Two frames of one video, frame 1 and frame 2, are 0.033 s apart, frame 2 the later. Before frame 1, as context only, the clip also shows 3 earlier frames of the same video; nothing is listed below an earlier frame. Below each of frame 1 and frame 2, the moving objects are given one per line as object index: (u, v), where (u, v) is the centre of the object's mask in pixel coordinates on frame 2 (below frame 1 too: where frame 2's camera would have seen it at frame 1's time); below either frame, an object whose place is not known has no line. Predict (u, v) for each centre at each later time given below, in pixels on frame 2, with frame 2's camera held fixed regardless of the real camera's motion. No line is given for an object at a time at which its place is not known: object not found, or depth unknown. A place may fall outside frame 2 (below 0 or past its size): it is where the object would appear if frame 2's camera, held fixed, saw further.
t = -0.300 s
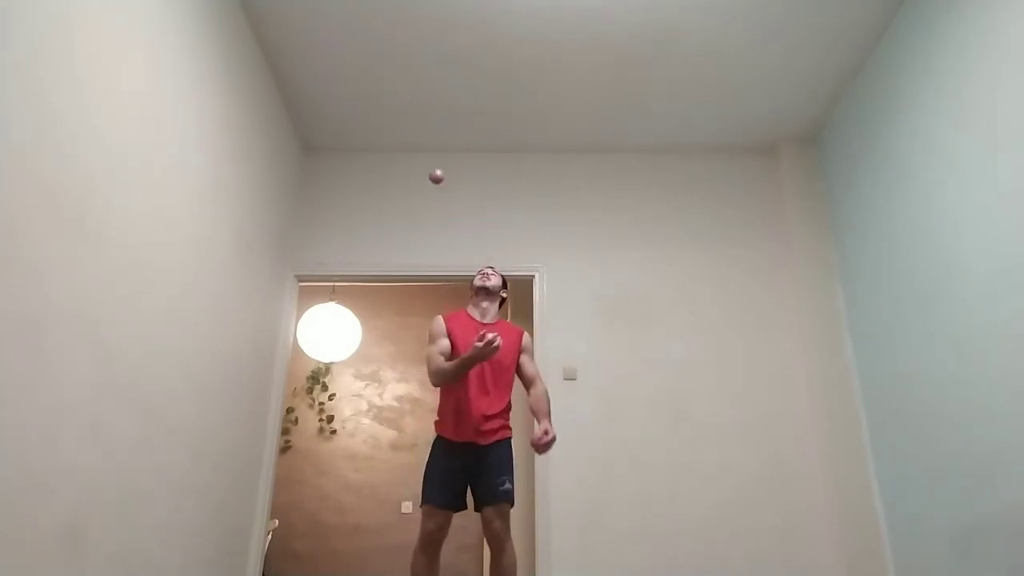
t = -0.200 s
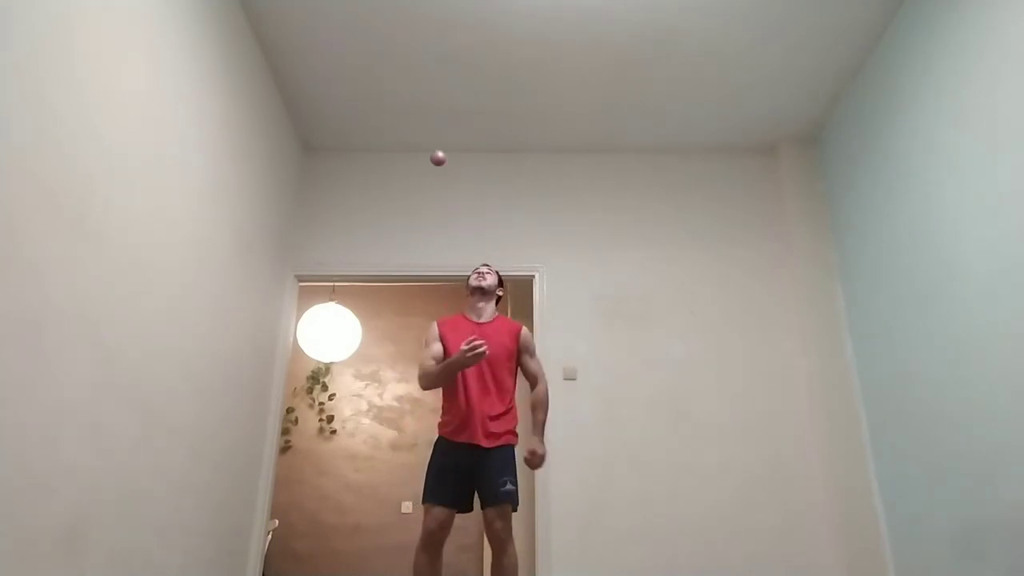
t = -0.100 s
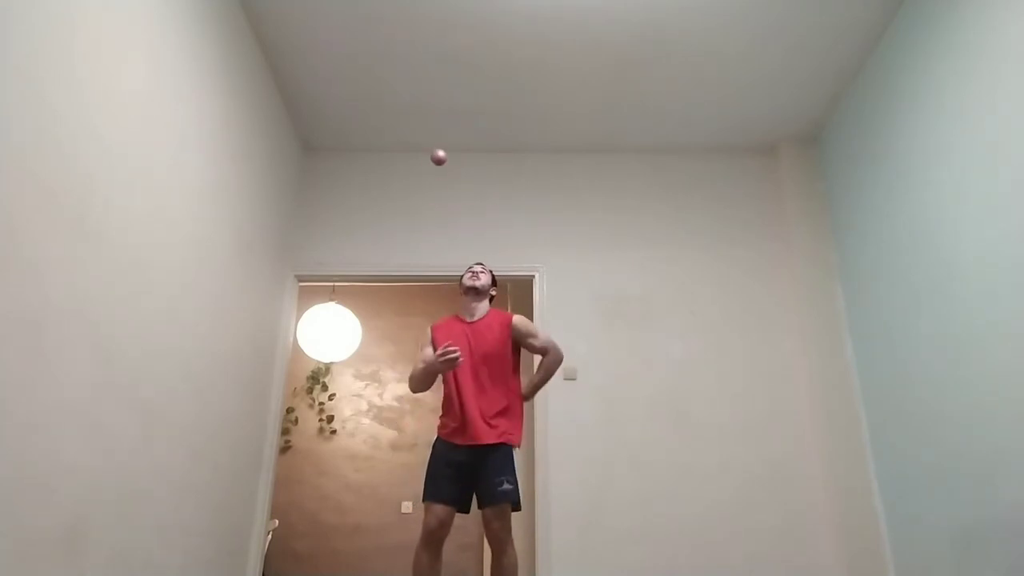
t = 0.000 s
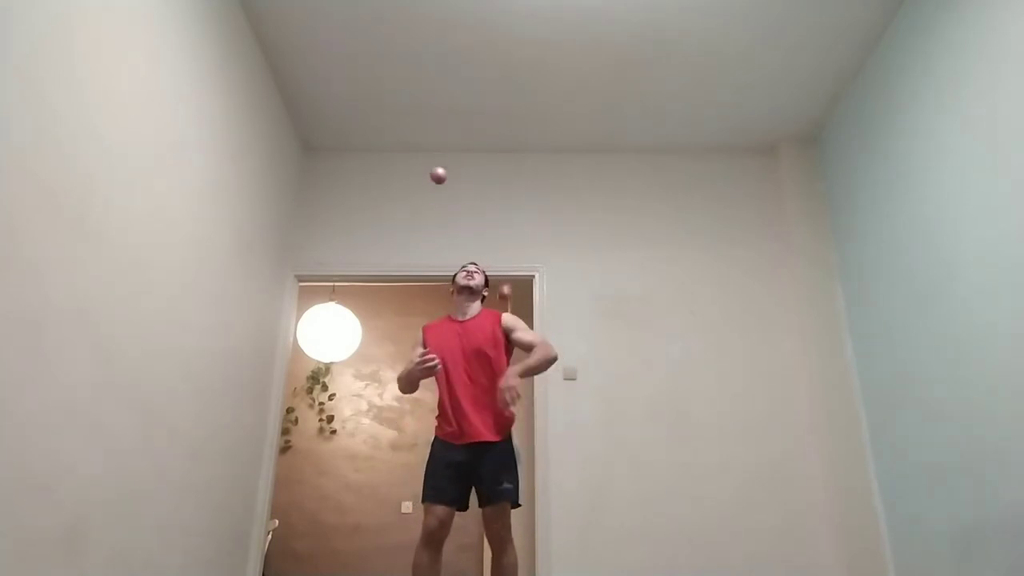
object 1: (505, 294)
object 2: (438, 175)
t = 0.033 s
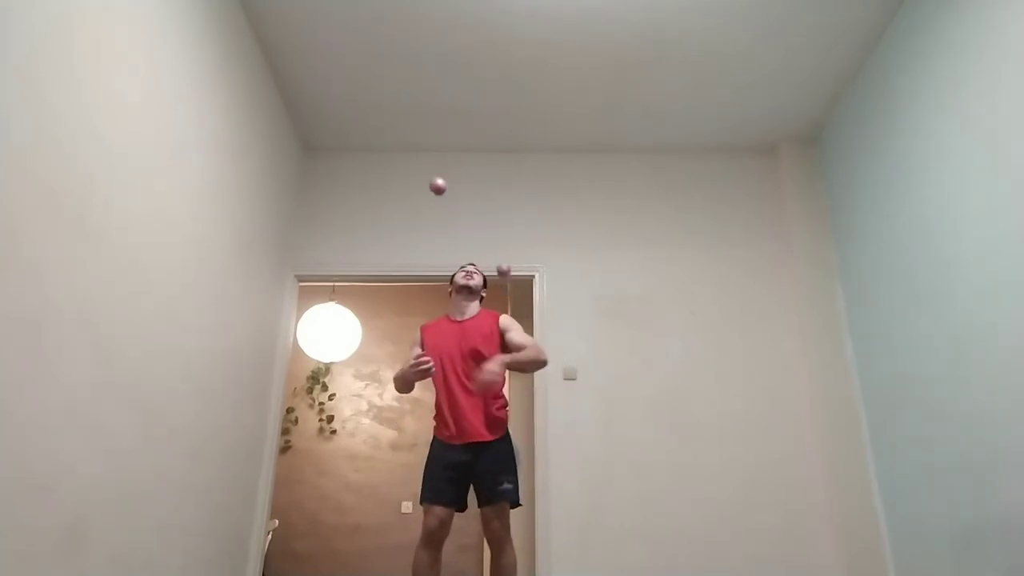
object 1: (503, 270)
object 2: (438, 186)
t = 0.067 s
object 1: (502, 248)
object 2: (437, 199)
